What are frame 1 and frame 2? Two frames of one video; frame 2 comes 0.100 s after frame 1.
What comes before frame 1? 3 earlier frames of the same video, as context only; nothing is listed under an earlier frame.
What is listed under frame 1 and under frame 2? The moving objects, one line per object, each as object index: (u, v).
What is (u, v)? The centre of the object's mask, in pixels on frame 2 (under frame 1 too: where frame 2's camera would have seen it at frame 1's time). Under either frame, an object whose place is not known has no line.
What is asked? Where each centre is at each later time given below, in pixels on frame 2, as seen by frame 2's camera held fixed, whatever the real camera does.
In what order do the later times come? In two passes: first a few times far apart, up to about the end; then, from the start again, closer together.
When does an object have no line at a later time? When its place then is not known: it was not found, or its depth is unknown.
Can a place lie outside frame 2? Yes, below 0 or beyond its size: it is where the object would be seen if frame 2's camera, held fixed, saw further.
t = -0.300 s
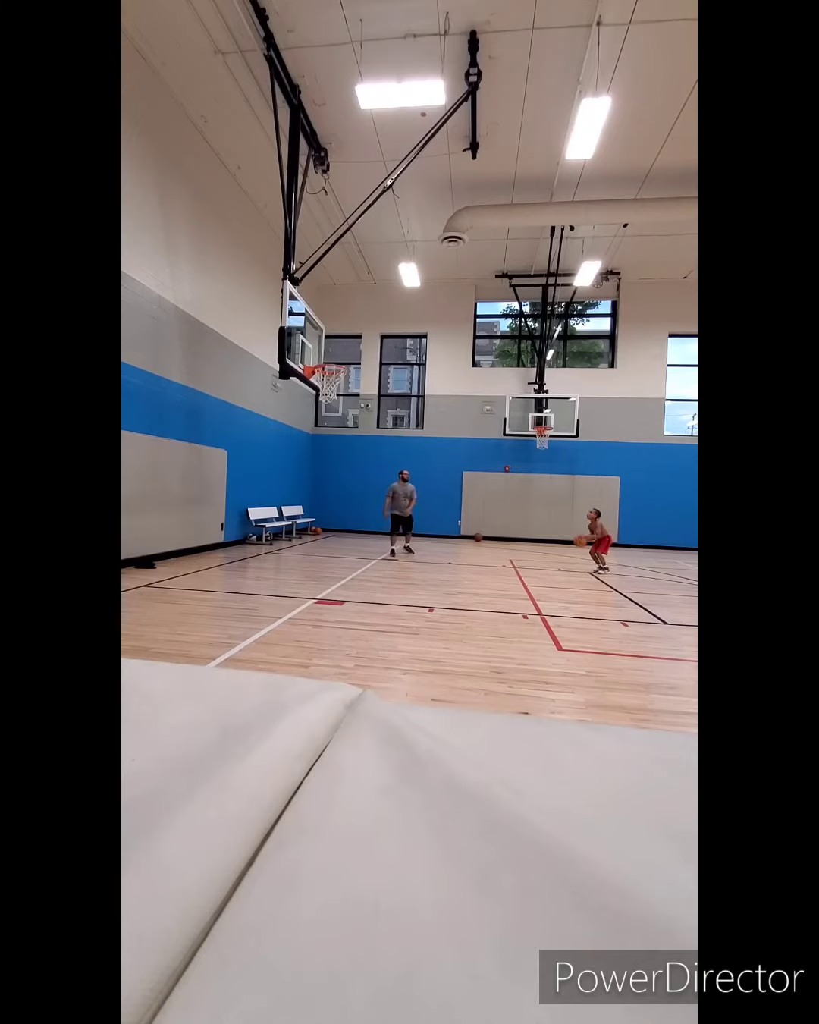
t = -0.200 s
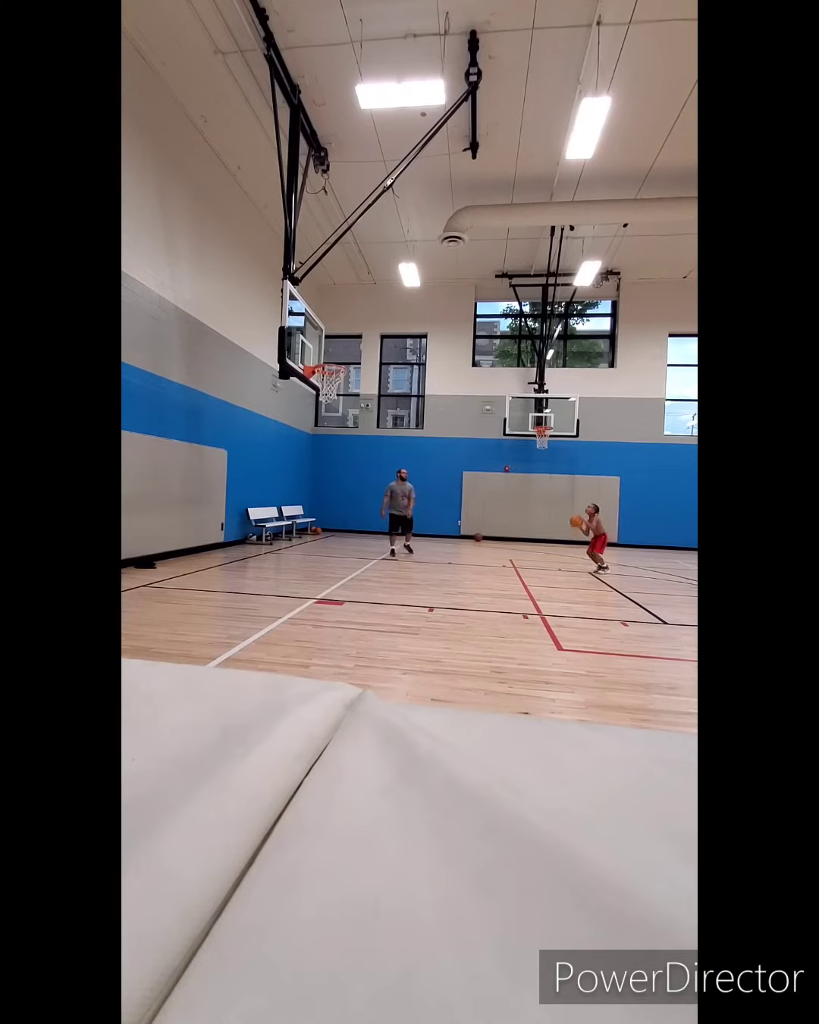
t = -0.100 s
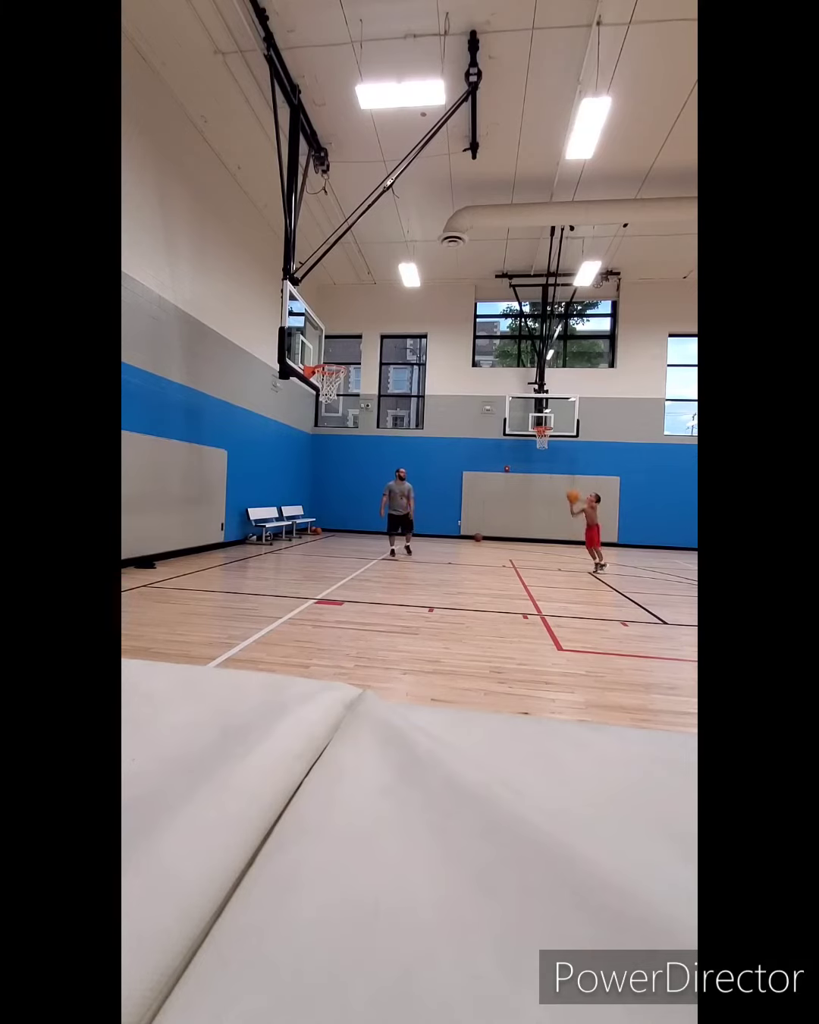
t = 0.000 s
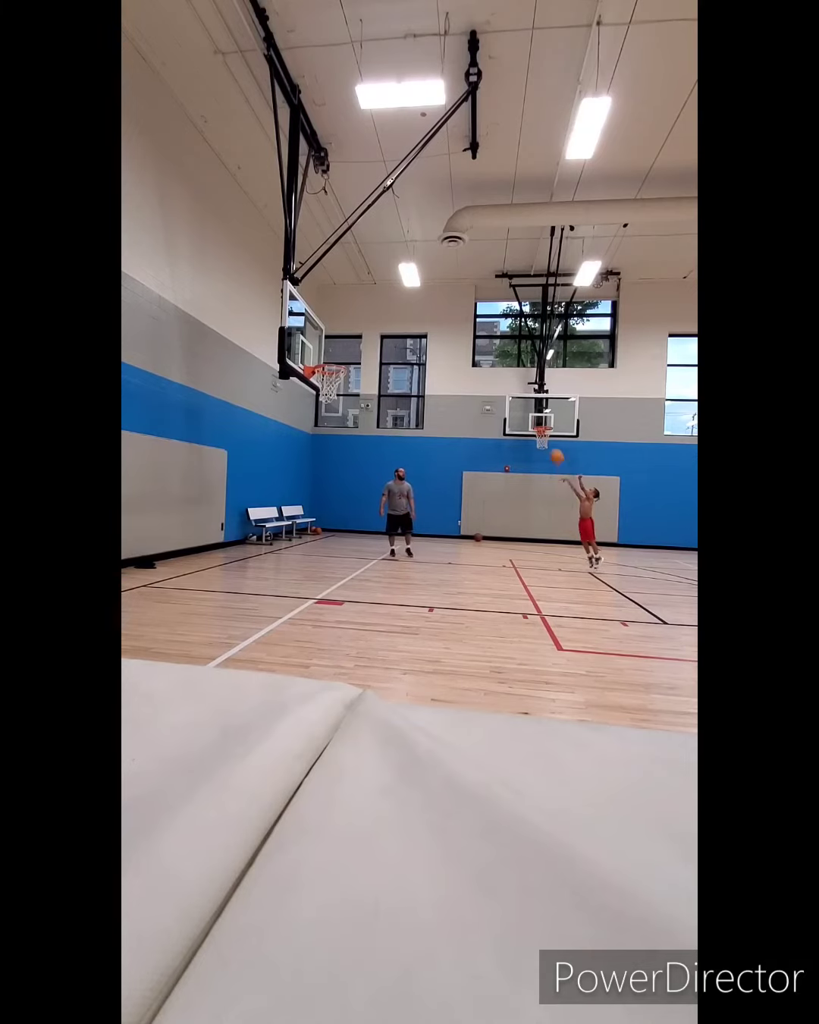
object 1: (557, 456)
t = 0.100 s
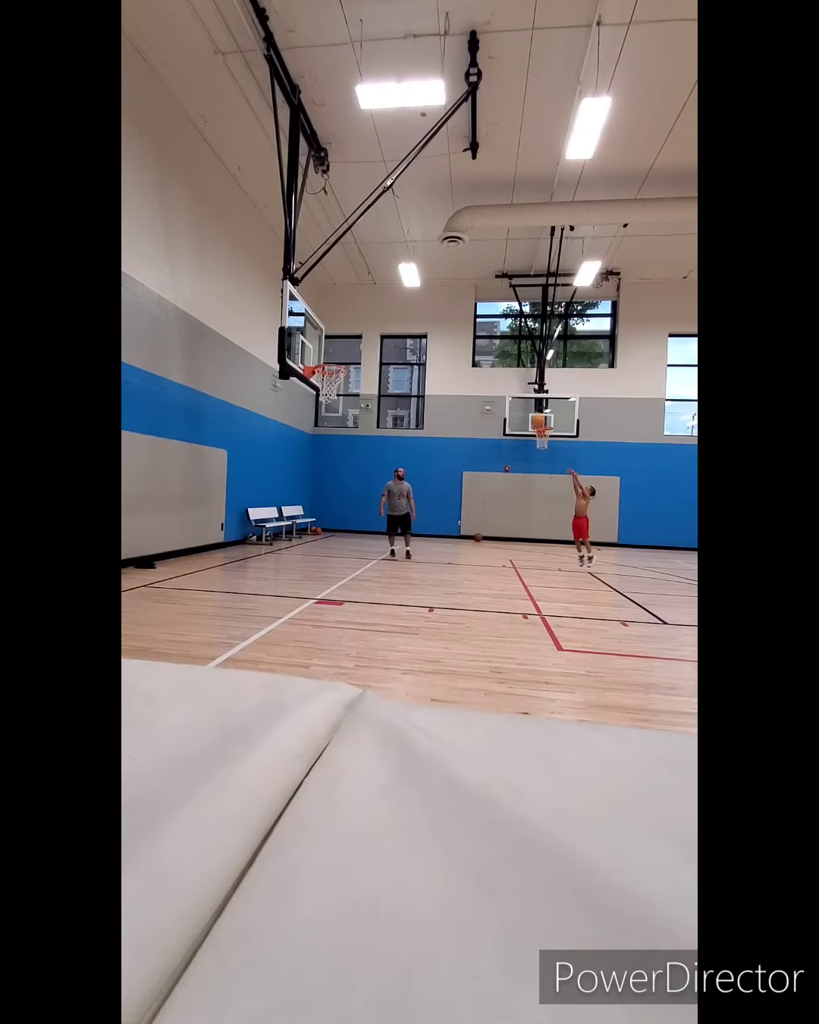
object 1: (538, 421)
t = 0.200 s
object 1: (518, 389)
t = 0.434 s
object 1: (472, 340)
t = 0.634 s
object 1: (429, 323)
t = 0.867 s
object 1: (378, 334)
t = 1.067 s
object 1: (332, 371)
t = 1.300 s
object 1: (302, 404)
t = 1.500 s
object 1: (282, 449)
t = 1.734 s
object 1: (257, 538)
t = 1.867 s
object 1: (253, 540)
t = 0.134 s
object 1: (530, 408)
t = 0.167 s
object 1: (525, 399)
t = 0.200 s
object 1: (518, 389)
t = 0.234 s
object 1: (512, 381)
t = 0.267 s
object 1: (505, 372)
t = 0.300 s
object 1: (498, 364)
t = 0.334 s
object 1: (492, 358)
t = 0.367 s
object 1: (486, 351)
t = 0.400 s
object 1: (478, 345)
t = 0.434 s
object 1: (472, 340)
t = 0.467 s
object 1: (464, 335)
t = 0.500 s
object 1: (457, 331)
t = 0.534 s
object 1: (451, 328)
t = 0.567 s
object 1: (444, 325)
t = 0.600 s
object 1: (437, 324)
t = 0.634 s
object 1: (429, 323)
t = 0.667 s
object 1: (422, 322)
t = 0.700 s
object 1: (415, 322)
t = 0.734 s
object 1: (408, 323)
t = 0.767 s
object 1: (400, 325)
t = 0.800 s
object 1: (393, 327)
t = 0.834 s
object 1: (386, 331)
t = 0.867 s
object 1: (378, 334)
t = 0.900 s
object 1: (370, 339)
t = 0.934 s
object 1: (362, 344)
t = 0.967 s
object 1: (355, 349)
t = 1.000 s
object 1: (347, 356)
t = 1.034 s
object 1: (339, 361)
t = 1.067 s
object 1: (332, 371)
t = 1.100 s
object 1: (323, 381)
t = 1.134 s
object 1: (317, 386)
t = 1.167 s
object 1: (314, 389)
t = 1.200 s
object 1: (311, 391)
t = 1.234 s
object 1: (308, 395)
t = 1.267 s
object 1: (305, 399)
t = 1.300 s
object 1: (302, 404)
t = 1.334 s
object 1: (298, 409)
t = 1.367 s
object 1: (296, 416)
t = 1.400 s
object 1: (292, 423)
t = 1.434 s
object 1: (289, 431)
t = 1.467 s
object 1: (286, 440)
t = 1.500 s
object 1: (282, 449)
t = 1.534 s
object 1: (279, 459)
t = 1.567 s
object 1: (275, 471)
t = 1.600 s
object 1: (272, 483)
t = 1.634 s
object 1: (268, 495)
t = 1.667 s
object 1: (264, 508)
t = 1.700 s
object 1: (260, 524)
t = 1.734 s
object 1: (257, 538)
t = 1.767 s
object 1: (252, 554)
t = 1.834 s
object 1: (251, 554)
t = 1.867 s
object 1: (253, 540)
